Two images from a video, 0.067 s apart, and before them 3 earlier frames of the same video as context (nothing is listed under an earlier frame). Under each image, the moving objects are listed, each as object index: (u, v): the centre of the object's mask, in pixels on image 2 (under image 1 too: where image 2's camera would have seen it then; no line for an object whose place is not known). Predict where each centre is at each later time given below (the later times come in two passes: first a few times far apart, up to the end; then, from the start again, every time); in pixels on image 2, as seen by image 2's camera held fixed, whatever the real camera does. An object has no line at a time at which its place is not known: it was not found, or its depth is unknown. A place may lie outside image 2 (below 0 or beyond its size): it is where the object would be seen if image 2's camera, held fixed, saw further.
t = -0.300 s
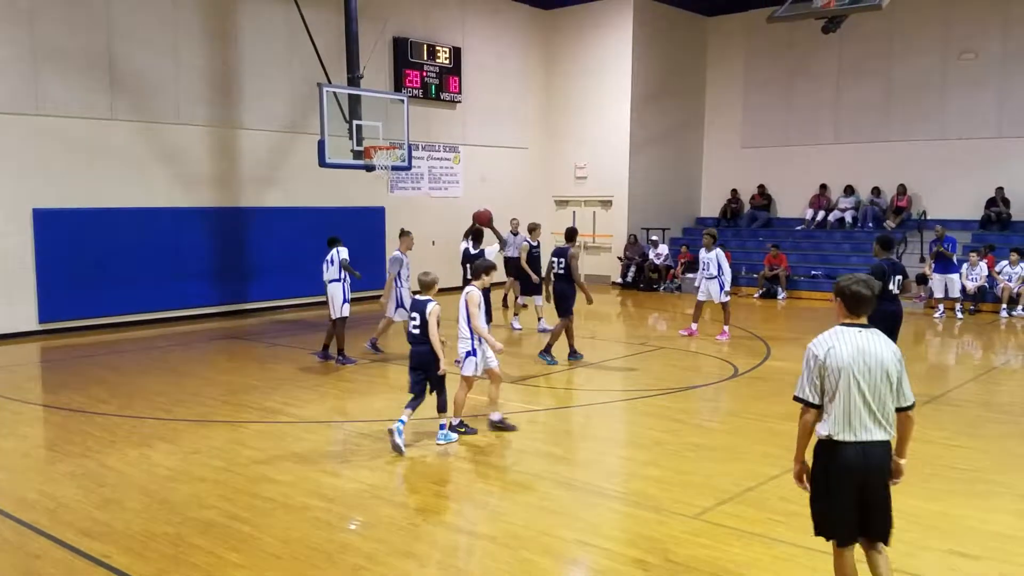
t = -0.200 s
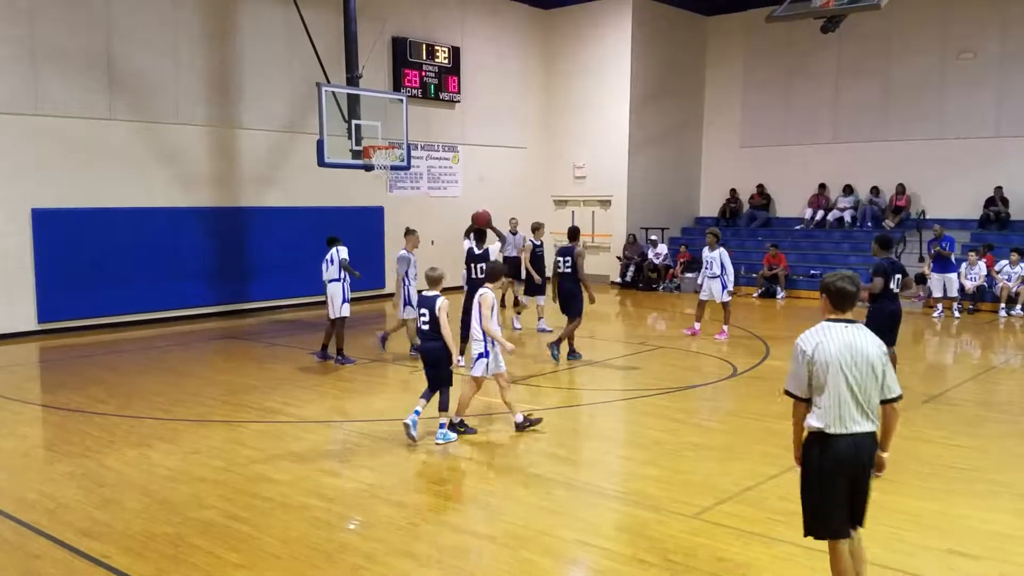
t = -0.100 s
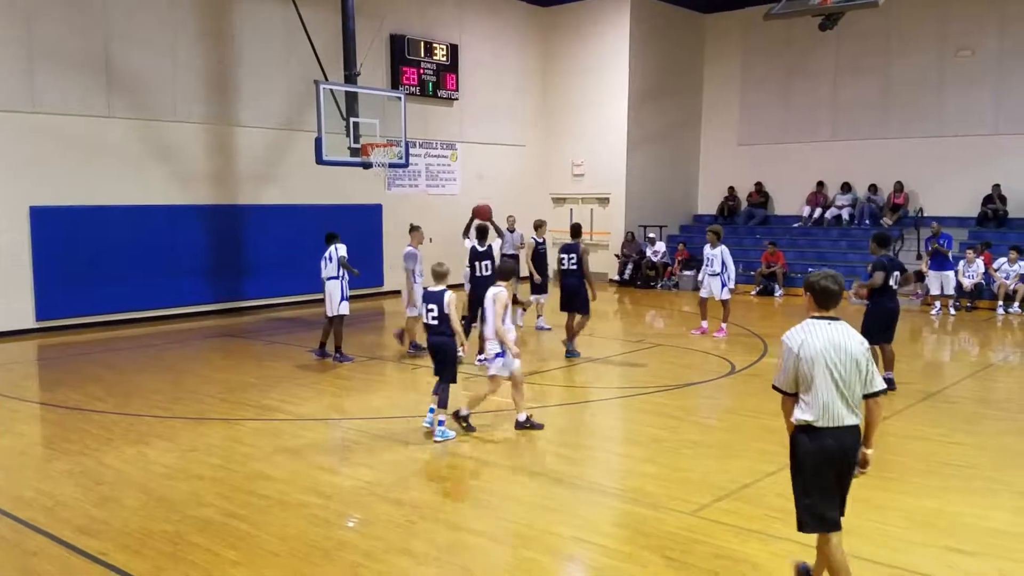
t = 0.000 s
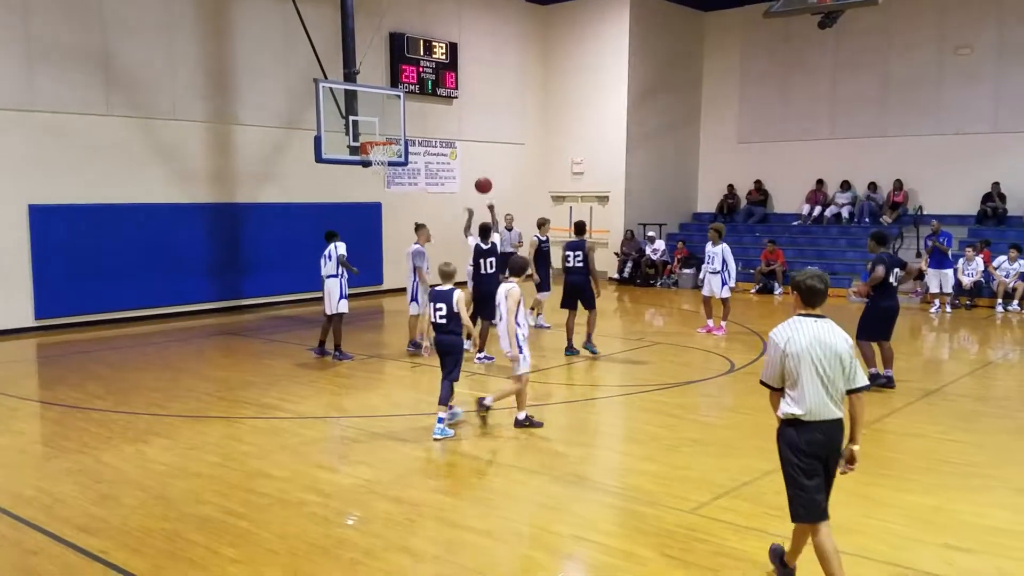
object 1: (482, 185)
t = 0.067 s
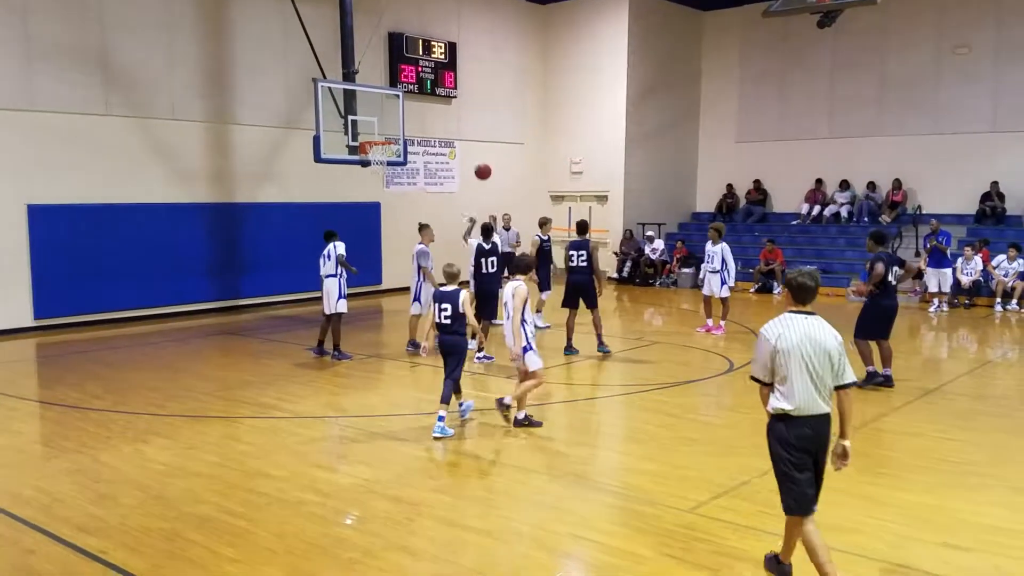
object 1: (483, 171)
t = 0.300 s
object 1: (485, 154)
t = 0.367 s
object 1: (485, 156)
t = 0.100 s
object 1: (483, 166)
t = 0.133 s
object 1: (483, 162)
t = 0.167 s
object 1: (484, 159)
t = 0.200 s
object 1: (484, 156)
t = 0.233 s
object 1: (484, 155)
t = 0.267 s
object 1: (484, 154)
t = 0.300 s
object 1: (485, 154)
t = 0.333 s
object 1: (485, 155)
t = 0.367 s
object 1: (485, 156)
